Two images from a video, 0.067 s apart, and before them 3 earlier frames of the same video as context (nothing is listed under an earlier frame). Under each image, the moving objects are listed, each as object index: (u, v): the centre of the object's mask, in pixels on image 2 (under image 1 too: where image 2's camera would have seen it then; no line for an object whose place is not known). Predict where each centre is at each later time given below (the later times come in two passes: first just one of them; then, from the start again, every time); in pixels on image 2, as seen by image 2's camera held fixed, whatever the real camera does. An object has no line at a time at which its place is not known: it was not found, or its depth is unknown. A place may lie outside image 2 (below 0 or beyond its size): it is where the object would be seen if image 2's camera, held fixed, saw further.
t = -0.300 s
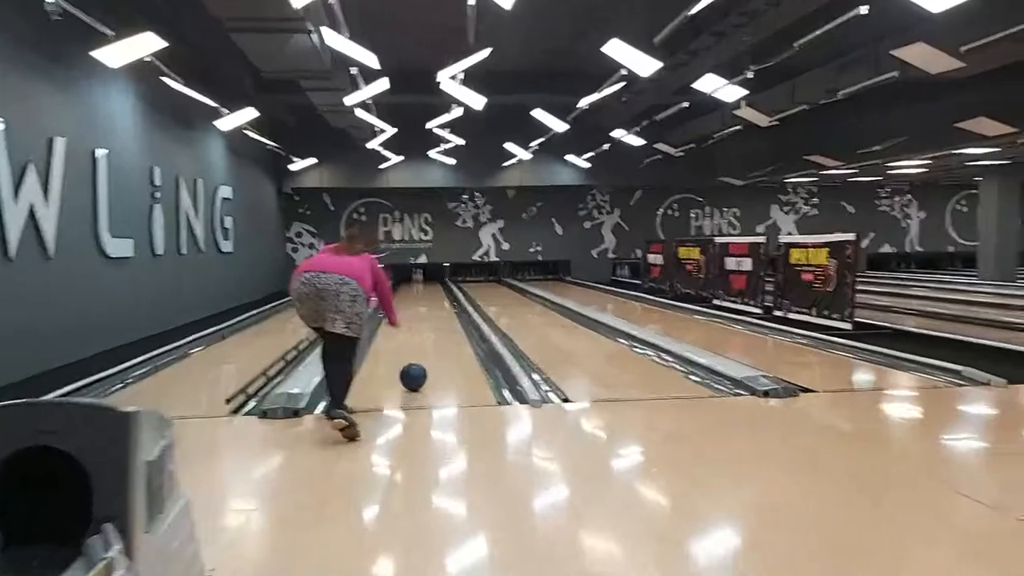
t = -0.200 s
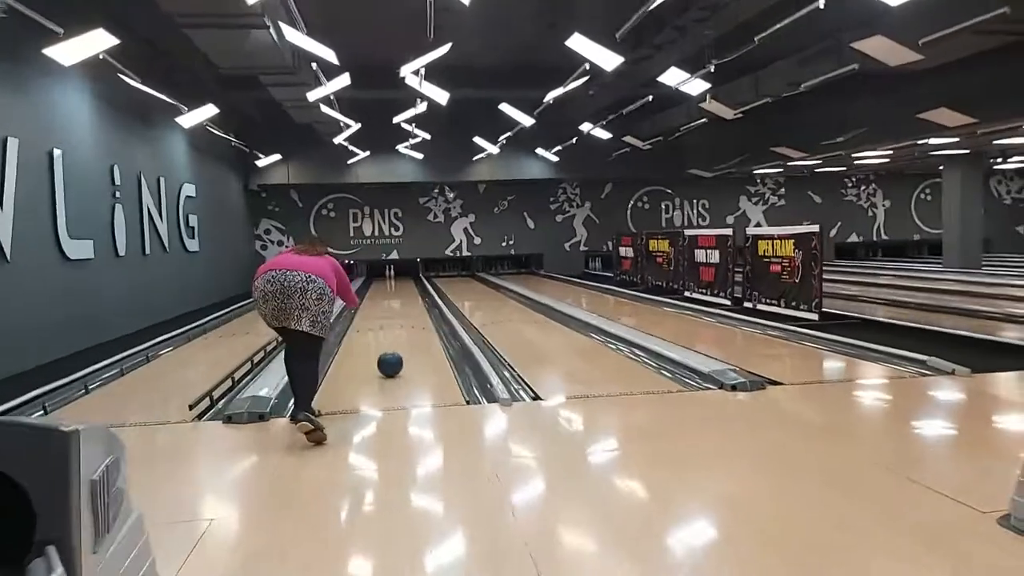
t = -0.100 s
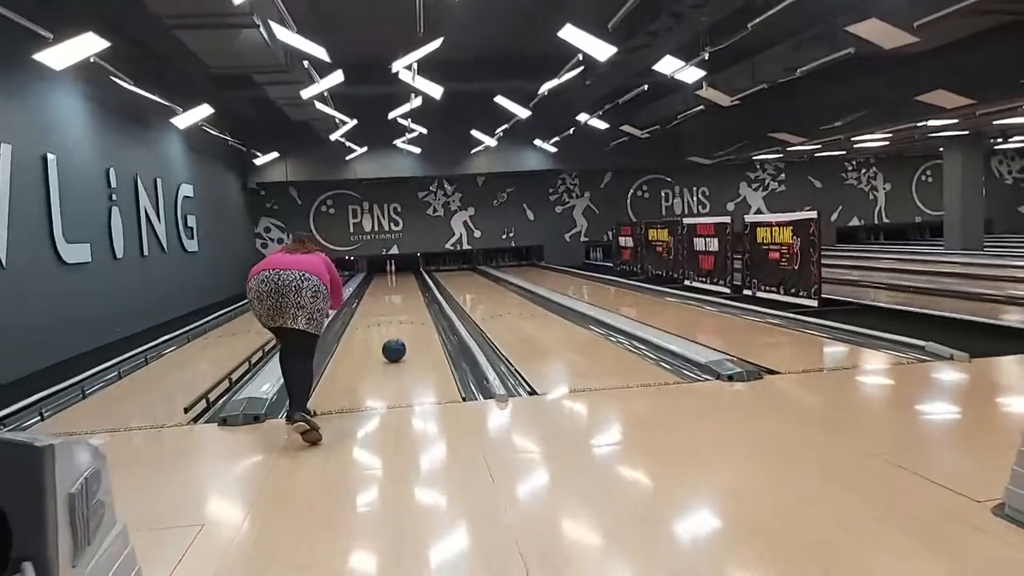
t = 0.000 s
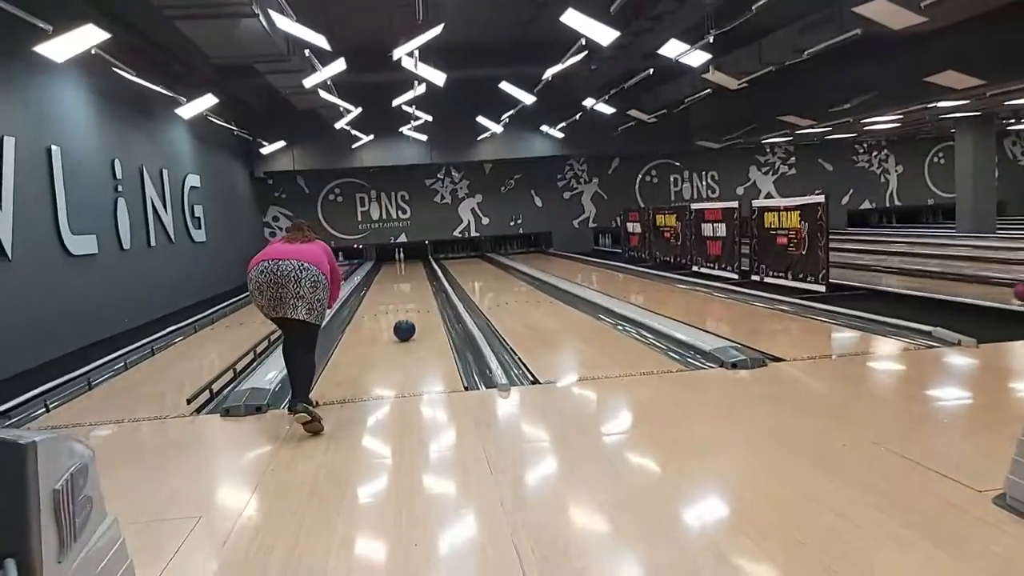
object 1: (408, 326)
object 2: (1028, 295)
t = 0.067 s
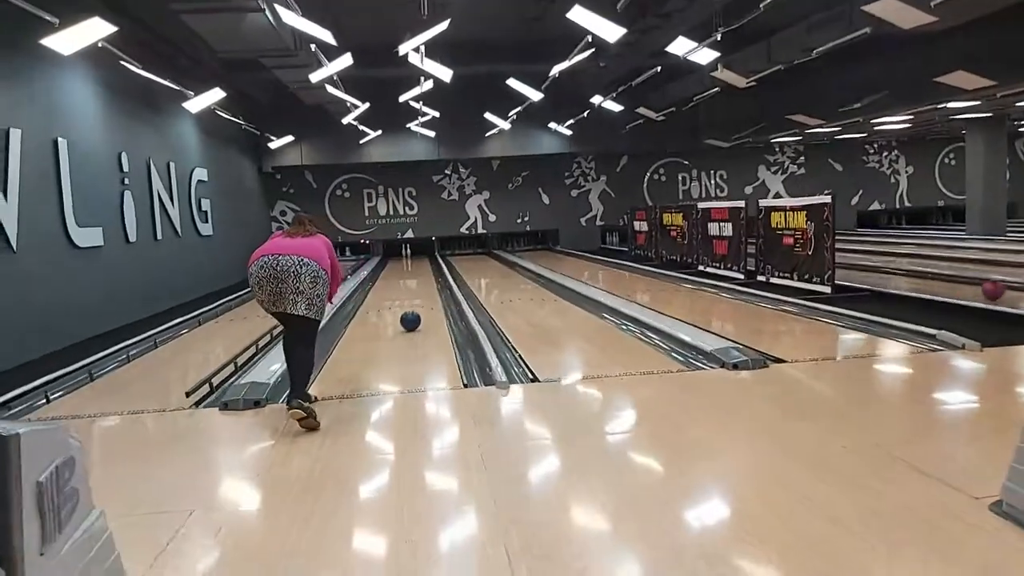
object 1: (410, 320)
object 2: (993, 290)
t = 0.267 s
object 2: (895, 278)
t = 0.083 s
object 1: (411, 319)
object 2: (984, 288)
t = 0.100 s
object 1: (412, 318)
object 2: (973, 288)
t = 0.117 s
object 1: (412, 317)
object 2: (965, 286)
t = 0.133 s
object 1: (413, 316)
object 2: (956, 285)
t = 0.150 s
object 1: (414, 314)
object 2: (948, 284)
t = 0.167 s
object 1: (414, 313)
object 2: (939, 283)
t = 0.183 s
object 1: (415, 312)
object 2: (931, 282)
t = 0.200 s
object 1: (415, 310)
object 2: (923, 281)
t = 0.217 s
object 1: (415, 309)
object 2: (916, 280)
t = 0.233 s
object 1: (416, 308)
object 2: (910, 279)
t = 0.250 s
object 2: (902, 278)
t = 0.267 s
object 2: (895, 278)
